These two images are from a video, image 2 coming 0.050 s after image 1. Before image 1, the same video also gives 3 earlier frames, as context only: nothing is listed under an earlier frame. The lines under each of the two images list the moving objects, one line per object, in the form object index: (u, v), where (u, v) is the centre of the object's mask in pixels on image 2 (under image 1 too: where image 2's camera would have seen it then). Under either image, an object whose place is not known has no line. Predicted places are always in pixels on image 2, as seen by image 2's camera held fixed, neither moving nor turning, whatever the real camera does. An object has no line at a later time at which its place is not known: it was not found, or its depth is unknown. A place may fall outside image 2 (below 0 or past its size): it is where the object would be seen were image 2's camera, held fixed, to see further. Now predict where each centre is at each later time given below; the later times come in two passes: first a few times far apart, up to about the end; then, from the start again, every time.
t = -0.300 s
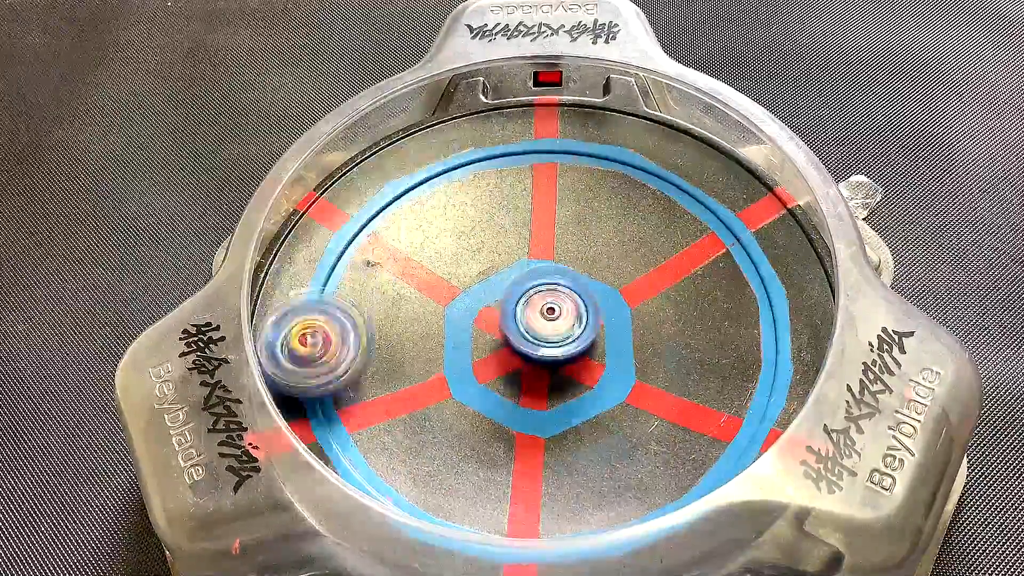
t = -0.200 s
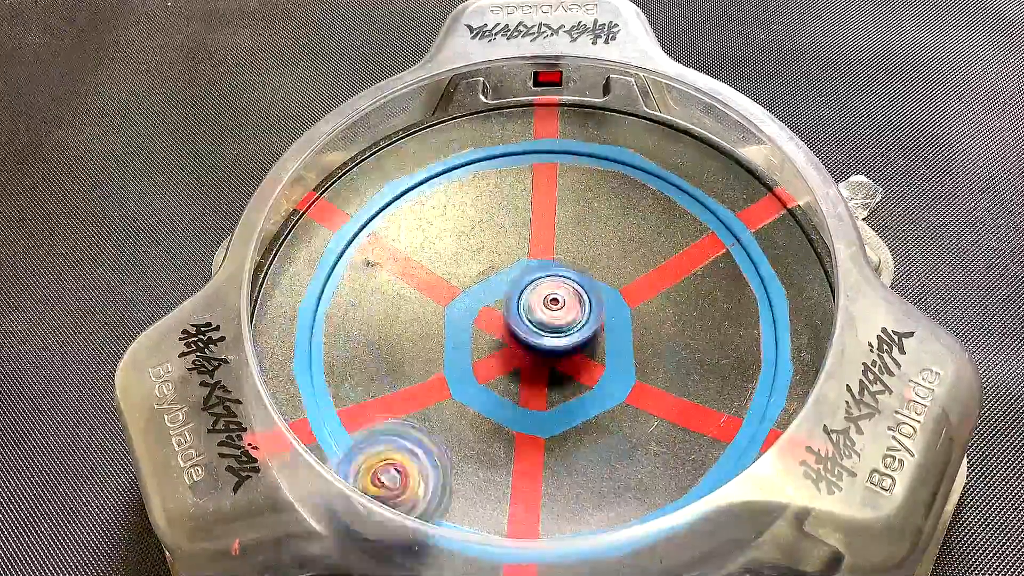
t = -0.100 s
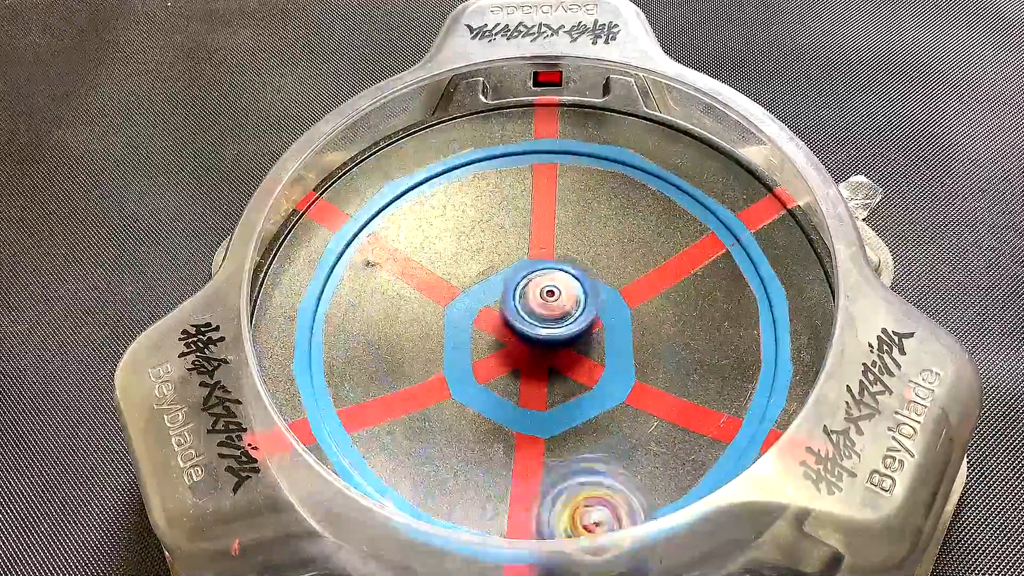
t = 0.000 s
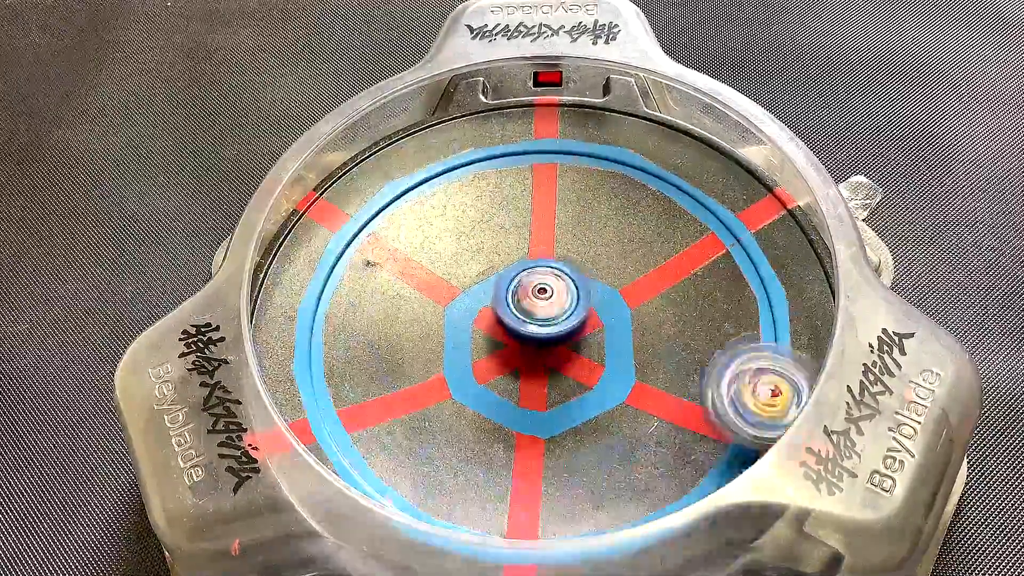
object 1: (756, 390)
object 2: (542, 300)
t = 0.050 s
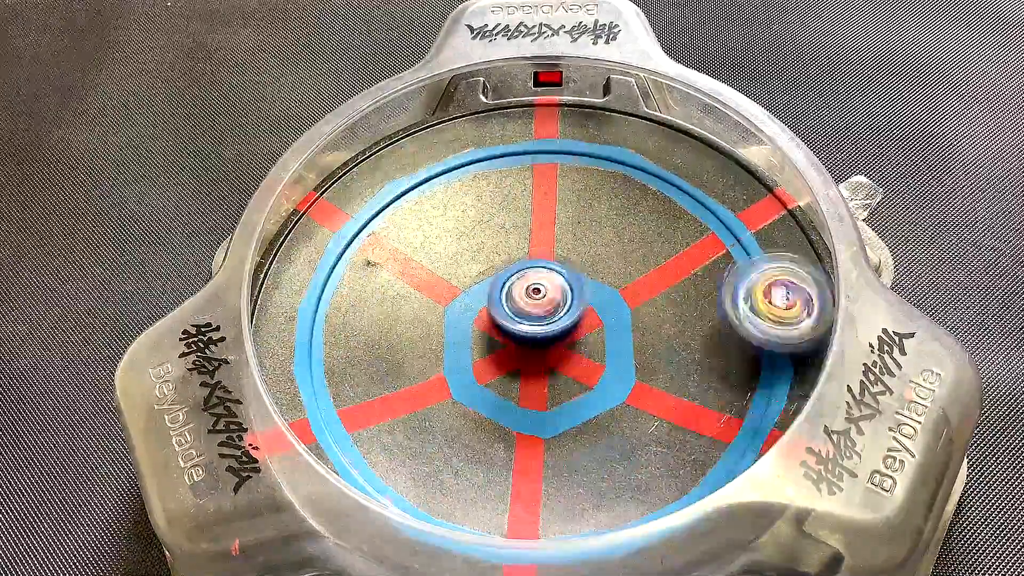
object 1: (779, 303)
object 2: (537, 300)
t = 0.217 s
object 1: (591, 136)
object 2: (525, 309)
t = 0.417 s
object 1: (363, 214)
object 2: (532, 333)
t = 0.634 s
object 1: (439, 430)
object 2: (557, 328)
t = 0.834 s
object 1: (714, 400)
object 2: (552, 310)
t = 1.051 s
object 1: (712, 202)
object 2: (534, 319)
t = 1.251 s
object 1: (515, 175)
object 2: (543, 339)
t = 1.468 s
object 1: (406, 353)
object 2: (571, 326)
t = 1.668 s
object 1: (588, 485)
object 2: (562, 305)
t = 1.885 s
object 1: (763, 329)
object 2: (541, 306)
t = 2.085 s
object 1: (633, 195)
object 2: (541, 315)
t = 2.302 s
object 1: (410, 257)
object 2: (557, 315)
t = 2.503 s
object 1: (388, 412)
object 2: (556, 308)
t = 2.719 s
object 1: (610, 459)
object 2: (544, 310)
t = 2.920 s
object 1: (675, 297)
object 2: (541, 317)
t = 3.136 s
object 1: (541, 207)
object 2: (542, 313)
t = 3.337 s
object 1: (398, 251)
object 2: (539, 318)
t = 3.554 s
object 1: (424, 390)
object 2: (546, 315)
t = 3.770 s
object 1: (609, 404)
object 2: (544, 310)
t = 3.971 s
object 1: (690, 307)
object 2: (540, 305)
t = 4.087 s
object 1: (670, 244)
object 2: (544, 307)
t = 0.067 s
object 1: (773, 275)
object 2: (536, 301)
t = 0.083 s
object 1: (761, 246)
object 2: (534, 302)
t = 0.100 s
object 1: (745, 222)
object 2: (532, 302)
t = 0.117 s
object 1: (729, 201)
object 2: (530, 303)
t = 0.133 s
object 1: (707, 185)
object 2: (529, 303)
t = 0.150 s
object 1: (686, 170)
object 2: (528, 305)
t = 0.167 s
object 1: (664, 158)
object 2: (526, 306)
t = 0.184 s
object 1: (638, 148)
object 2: (525, 307)
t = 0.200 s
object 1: (615, 141)
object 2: (525, 308)
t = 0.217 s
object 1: (591, 136)
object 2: (525, 309)
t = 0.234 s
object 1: (568, 133)
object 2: (524, 311)
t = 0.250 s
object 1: (545, 133)
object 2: (523, 313)
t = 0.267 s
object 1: (521, 132)
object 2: (523, 314)
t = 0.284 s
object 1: (499, 135)
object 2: (523, 316)
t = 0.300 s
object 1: (477, 141)
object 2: (524, 318)
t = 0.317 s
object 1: (458, 147)
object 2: (524, 322)
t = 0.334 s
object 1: (438, 155)
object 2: (525, 325)
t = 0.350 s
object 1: (420, 164)
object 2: (527, 328)
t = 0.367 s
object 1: (403, 174)
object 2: (529, 330)
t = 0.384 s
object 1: (388, 187)
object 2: (530, 332)
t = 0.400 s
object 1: (375, 201)
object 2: (530, 333)
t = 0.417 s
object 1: (363, 214)
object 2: (532, 333)
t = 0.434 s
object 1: (354, 230)
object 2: (534, 335)
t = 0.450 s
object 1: (348, 247)
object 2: (536, 336)
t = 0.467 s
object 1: (344, 265)
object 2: (537, 336)
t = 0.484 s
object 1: (344, 283)
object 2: (539, 336)
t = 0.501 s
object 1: (346, 302)
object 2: (542, 336)
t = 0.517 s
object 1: (348, 319)
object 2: (545, 336)
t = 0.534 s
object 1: (356, 339)
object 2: (547, 336)
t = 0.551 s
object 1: (366, 355)
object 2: (548, 334)
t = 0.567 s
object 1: (376, 372)
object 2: (551, 333)
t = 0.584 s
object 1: (388, 388)
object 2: (554, 333)
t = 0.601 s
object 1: (403, 404)
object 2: (554, 331)
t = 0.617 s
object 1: (419, 419)
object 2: (555, 329)
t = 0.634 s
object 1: (439, 430)
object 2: (557, 328)
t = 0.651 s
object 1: (463, 441)
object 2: (558, 327)
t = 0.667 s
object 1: (483, 446)
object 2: (558, 326)
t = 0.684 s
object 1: (510, 452)
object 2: (558, 324)
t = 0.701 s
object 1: (534, 455)
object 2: (559, 323)
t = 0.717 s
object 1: (561, 455)
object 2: (559, 321)
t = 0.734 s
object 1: (586, 453)
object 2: (558, 320)
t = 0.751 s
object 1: (609, 450)
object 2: (558, 314)
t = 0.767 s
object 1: (635, 446)
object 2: (557, 313)
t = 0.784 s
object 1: (656, 436)
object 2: (557, 313)
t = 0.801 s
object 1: (679, 425)
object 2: (555, 312)
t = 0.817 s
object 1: (696, 412)
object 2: (553, 311)
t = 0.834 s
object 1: (714, 400)
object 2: (552, 310)
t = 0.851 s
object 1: (731, 385)
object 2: (551, 310)
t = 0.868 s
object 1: (745, 370)
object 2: (548, 309)
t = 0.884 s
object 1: (756, 354)
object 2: (546, 309)
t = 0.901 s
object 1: (765, 337)
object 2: (545, 309)
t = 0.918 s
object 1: (774, 318)
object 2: (544, 309)
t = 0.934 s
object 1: (777, 302)
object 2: (541, 309)
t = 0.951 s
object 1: (771, 286)
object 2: (539, 309)
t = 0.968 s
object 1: (762, 272)
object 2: (538, 310)
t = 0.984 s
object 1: (753, 256)
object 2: (537, 311)
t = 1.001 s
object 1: (743, 242)
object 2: (535, 313)
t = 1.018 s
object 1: (733, 228)
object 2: (535, 314)
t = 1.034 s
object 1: (723, 215)
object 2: (535, 316)
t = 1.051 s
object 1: (712, 202)
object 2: (534, 319)
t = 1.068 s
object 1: (699, 192)
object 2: (533, 322)
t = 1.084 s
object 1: (686, 183)
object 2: (533, 323)
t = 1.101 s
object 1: (671, 175)
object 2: (534, 325)
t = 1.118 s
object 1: (655, 168)
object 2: (534, 328)
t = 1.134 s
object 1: (639, 163)
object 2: (534, 331)
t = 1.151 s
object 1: (621, 159)
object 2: (535, 332)
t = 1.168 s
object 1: (604, 158)
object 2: (537, 334)
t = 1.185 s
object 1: (587, 158)
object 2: (538, 337)
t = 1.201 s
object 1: (569, 159)
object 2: (538, 337)
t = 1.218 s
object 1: (551, 163)
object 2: (540, 338)
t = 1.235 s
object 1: (533, 169)
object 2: (543, 339)
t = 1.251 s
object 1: (515, 175)
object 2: (543, 339)
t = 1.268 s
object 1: (499, 183)
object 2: (545, 339)
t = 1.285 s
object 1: (486, 196)
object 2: (549, 339)
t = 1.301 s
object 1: (470, 206)
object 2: (552, 340)
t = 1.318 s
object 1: (457, 218)
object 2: (553, 339)
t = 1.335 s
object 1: (446, 231)
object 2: (556, 338)
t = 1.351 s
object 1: (435, 244)
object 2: (559, 337)
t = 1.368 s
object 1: (426, 259)
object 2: (560, 337)
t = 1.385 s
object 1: (417, 274)
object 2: (562, 335)
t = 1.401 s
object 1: (412, 289)
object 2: (565, 334)
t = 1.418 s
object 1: (408, 304)
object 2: (567, 333)
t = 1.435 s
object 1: (405, 321)
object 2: (567, 332)
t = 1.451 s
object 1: (403, 339)
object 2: (569, 328)
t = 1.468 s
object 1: (406, 353)
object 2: (571, 326)
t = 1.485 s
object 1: (411, 371)
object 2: (572, 325)
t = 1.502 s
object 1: (417, 388)
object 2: (572, 322)
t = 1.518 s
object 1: (426, 405)
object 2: (573, 320)
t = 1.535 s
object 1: (437, 421)
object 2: (573, 319)
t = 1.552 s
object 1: (450, 435)
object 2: (573, 317)
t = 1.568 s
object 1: (465, 450)
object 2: (572, 314)
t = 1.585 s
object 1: (481, 462)
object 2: (572, 313)
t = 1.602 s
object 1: (501, 471)
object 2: (570, 311)
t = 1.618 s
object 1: (521, 480)
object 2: (567, 309)
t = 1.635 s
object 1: (542, 484)
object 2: (566, 307)
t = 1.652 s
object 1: (566, 486)
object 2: (565, 306)
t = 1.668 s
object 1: (588, 485)
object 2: (562, 305)
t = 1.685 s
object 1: (608, 483)
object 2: (560, 304)
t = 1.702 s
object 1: (630, 479)
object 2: (560, 303)
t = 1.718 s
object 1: (650, 472)
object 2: (557, 304)
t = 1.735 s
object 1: (671, 465)
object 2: (554, 303)
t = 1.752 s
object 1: (689, 456)
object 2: (553, 302)
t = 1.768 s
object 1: (706, 444)
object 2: (552, 303)
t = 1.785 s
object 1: (720, 431)
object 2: (548, 303)
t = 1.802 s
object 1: (734, 415)
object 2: (547, 302)
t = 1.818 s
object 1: (745, 399)
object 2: (546, 303)
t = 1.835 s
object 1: (754, 381)
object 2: (544, 304)
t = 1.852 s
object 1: (760, 363)
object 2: (543, 305)
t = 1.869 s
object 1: (762, 345)
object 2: (542, 305)
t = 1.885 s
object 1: (763, 329)
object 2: (541, 306)
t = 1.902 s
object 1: (762, 311)
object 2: (540, 306)
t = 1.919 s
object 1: (759, 295)
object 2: (540, 306)
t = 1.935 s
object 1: (753, 279)
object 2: (539, 308)
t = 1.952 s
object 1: (744, 264)
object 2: (538, 309)
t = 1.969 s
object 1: (734, 251)
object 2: (538, 309)
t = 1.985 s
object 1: (722, 239)
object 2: (538, 310)
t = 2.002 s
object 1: (710, 228)
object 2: (538, 311)
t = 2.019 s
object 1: (696, 219)
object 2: (537, 311)
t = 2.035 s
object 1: (681, 210)
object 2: (539, 312)
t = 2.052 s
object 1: (666, 205)
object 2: (539, 315)
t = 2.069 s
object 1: (650, 200)
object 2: (540, 315)
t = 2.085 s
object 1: (633, 195)
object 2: (541, 315)
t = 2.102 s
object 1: (615, 193)
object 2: (542, 317)
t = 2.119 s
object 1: (597, 195)
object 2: (542, 319)
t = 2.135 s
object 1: (577, 193)
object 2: (543, 318)
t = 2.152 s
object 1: (557, 194)
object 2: (545, 319)
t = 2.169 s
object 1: (538, 197)
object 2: (547, 320)
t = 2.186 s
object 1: (518, 200)
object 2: (547, 318)
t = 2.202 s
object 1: (499, 206)
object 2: (549, 318)
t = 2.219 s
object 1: (484, 212)
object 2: (550, 318)
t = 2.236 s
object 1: (467, 220)
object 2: (552, 317)
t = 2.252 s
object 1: (451, 227)
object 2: (555, 317)
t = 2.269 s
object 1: (437, 238)
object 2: (556, 317)
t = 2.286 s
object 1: (423, 247)
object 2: (556, 316)
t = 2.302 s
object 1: (410, 257)
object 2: (557, 315)
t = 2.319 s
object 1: (400, 269)
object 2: (558, 315)
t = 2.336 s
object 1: (391, 279)
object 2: (558, 314)
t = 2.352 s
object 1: (384, 293)
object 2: (558, 313)
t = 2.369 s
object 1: (378, 306)
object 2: (559, 313)
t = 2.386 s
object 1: (374, 318)
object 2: (558, 312)
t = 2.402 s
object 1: (370, 328)
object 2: (559, 311)
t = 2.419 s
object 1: (369, 343)
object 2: (558, 311)
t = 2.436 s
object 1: (369, 357)
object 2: (558, 311)
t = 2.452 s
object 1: (371, 370)
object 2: (557, 309)
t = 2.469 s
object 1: (375, 384)
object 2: (557, 309)
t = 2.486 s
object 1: (380, 398)
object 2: (556, 309)
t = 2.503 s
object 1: (388, 412)
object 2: (556, 308)
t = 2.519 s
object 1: (398, 424)
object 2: (556, 308)
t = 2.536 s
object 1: (408, 438)
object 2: (554, 309)
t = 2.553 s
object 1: (421, 449)
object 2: (553, 308)
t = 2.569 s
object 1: (437, 459)
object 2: (553, 308)
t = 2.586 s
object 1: (452, 466)
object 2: (551, 309)
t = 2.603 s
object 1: (468, 472)
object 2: (550, 308)
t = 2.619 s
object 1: (489, 477)
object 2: (550, 309)
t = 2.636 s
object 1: (508, 479)
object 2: (548, 309)
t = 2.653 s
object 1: (530, 480)
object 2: (547, 308)
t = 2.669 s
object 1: (551, 477)
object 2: (547, 309)
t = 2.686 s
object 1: (573, 474)
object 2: (546, 310)
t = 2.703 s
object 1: (592, 466)
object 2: (544, 310)
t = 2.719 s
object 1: (610, 459)
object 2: (544, 310)
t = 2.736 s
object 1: (627, 447)
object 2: (543, 311)
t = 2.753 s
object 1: (642, 435)
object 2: (542, 312)
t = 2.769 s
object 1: (654, 423)
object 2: (543, 312)
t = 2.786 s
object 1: (664, 410)
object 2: (542, 313)
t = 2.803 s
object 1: (674, 397)
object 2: (541, 313)
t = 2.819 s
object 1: (680, 382)
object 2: (541, 314)
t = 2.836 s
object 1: (684, 368)
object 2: (541, 315)
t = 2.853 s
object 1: (687, 353)
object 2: (540, 315)
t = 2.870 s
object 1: (686, 339)
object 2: (541, 316)
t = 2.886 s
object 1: (685, 324)
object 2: (541, 317)
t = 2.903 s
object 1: (682, 311)
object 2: (540, 316)
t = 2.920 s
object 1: (675, 297)
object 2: (541, 317)
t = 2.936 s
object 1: (670, 287)
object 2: (541, 318)
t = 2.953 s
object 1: (663, 276)
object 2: (541, 317)
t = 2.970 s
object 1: (655, 265)
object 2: (542, 317)
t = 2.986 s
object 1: (647, 256)
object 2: (544, 317)
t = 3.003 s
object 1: (638, 246)
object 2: (544, 315)
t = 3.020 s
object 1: (627, 238)
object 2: (545, 315)
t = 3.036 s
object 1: (617, 232)
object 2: (545, 315)
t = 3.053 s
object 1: (605, 226)
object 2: (545, 314)
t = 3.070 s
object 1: (593, 220)
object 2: (545, 314)
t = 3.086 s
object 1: (582, 216)
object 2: (544, 314)
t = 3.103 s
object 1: (569, 212)
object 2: (543, 312)
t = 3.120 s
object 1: (554, 209)
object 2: (542, 312)
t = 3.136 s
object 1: (541, 207)
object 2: (542, 313)
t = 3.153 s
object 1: (528, 205)
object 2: (541, 312)
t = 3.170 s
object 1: (512, 204)
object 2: (541, 313)
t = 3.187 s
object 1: (498, 205)
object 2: (539, 313)
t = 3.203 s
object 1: (484, 207)
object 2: (539, 313)
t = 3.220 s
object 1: (470, 209)
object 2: (540, 314)
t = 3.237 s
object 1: (461, 212)
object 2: (539, 315)
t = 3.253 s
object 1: (446, 217)
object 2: (539, 315)
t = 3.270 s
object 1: (437, 221)
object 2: (539, 317)
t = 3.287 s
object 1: (426, 226)
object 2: (538, 317)
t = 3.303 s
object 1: (417, 233)
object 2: (539, 317)
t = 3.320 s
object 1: (408, 241)
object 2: (539, 318)
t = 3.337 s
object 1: (398, 251)
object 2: (539, 318)
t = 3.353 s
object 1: (391, 262)
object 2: (540, 318)
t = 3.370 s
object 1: (386, 271)
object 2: (541, 319)
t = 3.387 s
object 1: (381, 282)
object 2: (541, 318)
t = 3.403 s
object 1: (379, 294)
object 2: (542, 318)
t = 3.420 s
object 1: (378, 305)
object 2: (542, 318)
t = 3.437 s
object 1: (377, 316)
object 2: (543, 317)
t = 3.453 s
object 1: (378, 327)
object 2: (545, 317)
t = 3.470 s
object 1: (383, 340)
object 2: (544, 316)
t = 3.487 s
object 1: (388, 352)
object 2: (545, 315)
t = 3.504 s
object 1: (395, 362)
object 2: (546, 316)
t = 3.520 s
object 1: (405, 372)
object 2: (546, 315)
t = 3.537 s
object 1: (416, 383)
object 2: (546, 315)
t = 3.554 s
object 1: (424, 390)
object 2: (546, 315)
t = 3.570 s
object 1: (439, 400)
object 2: (545, 314)
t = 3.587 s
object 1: (453, 407)
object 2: (545, 315)
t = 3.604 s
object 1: (466, 412)
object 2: (546, 315)
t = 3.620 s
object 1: (481, 415)
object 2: (545, 314)
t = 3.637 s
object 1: (497, 415)
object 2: (546, 314)
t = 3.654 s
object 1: (512, 417)
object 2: (545, 314)
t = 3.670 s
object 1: (527, 417)
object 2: (545, 314)
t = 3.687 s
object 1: (541, 416)
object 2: (545, 314)
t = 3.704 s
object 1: (553, 416)
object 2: (545, 313)
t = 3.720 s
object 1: (568, 413)
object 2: (545, 313)
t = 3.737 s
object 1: (582, 412)
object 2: (545, 313)
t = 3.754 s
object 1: (595, 409)
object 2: (544, 311)
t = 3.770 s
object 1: (609, 404)
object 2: (544, 310)
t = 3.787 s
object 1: (623, 398)
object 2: (541, 308)
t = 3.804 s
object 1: (634, 394)
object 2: (541, 306)
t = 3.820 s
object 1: (643, 388)
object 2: (541, 306)
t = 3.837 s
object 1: (655, 379)
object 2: (540, 306)
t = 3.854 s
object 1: (662, 370)
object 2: (540, 306)
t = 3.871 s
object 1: (671, 361)
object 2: (540, 306)
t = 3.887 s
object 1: (677, 351)
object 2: (540, 305)
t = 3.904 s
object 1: (680, 344)
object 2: (540, 306)
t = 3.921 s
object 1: (684, 336)
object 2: (540, 305)
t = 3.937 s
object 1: (688, 327)
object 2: (540, 305)
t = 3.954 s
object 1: (690, 317)
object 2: (540, 306)
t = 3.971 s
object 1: (690, 307)
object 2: (540, 305)
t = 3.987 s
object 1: (691, 297)
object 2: (541, 305)
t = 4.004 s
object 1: (688, 287)
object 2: (541, 306)
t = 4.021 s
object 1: (687, 280)
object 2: (541, 305)
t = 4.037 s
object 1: (684, 271)
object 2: (542, 306)
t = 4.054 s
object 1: (680, 261)
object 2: (543, 306)
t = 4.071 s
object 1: (677, 251)
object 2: (544, 306)
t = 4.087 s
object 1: (670, 244)
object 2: (544, 307)
